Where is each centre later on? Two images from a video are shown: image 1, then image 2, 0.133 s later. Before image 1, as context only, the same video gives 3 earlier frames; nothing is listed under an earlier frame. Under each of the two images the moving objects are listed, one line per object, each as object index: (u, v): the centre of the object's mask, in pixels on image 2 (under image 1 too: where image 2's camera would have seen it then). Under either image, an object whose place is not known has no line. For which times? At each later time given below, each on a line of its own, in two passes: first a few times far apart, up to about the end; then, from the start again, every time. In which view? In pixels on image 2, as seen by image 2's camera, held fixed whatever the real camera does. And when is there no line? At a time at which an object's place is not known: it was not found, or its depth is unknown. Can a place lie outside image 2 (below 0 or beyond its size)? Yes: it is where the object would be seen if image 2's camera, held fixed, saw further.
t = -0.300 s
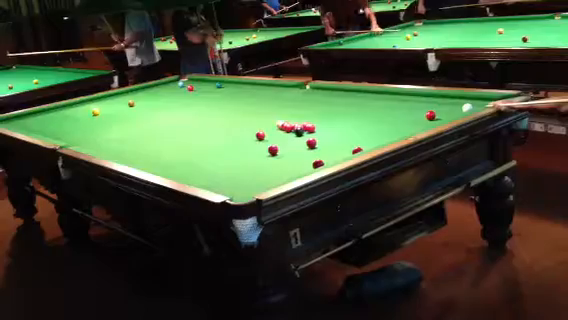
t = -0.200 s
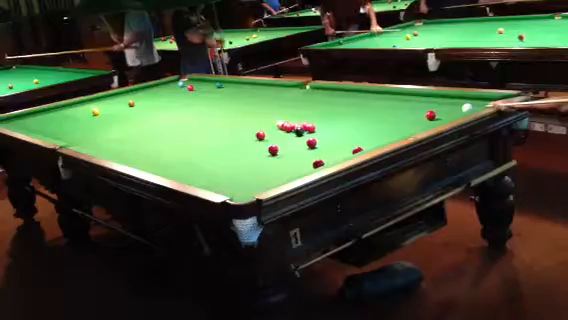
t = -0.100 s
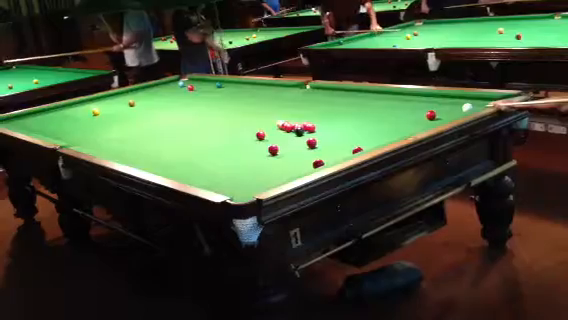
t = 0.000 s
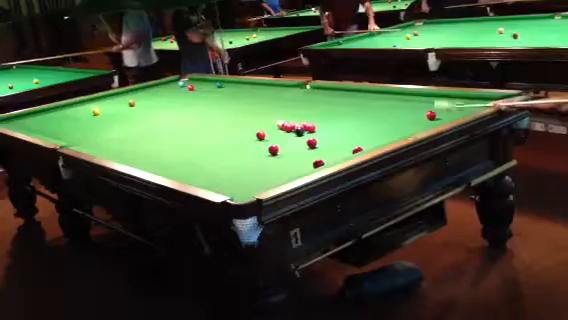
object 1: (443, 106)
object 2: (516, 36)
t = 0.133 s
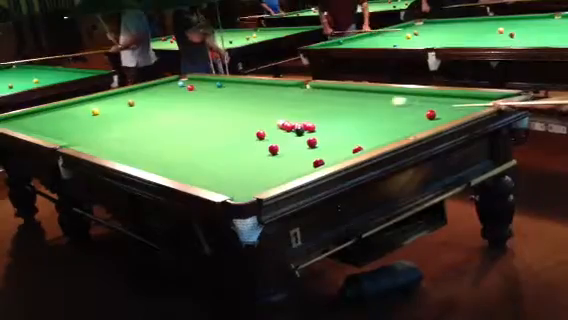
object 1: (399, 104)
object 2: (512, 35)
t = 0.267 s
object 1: (361, 100)
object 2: (508, 34)
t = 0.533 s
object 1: (300, 94)
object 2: (500, 33)
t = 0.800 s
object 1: (250, 89)
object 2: (492, 30)
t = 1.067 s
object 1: (218, 85)
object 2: (483, 30)
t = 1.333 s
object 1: (207, 85)
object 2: (477, 31)
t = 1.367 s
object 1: (203, 85)
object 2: (473, 30)
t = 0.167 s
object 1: (389, 103)
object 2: (511, 35)
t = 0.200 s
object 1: (380, 102)
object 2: (509, 35)
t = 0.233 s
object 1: (371, 101)
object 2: (509, 34)
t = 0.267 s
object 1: (361, 100)
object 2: (508, 34)
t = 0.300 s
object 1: (353, 100)
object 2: (506, 34)
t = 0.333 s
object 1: (344, 98)
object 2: (505, 34)
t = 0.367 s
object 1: (336, 98)
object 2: (506, 34)
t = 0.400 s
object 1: (329, 97)
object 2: (504, 34)
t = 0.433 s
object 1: (322, 96)
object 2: (503, 34)
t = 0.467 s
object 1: (313, 94)
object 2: (502, 34)
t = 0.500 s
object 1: (306, 94)
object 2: (502, 34)
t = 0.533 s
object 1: (300, 94)
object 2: (500, 33)
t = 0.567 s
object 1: (294, 93)
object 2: (499, 33)
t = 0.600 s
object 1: (286, 92)
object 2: (499, 33)
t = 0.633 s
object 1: (279, 92)
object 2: (498, 32)
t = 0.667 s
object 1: (273, 91)
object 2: (498, 32)
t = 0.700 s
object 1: (267, 91)
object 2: (496, 32)
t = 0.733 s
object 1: (262, 90)
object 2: (495, 32)
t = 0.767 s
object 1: (256, 89)
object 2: (492, 31)
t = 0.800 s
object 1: (250, 89)
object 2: (492, 30)
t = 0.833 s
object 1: (245, 88)
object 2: (491, 30)
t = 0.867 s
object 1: (239, 87)
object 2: (491, 30)
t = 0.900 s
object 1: (235, 87)
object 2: (489, 31)
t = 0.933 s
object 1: (229, 86)
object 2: (487, 31)
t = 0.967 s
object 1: (224, 86)
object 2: (486, 31)
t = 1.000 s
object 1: (221, 84)
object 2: (485, 30)
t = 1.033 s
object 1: (220, 84)
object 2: (483, 30)
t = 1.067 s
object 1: (218, 85)
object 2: (483, 30)
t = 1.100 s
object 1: (216, 85)
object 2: (481, 31)
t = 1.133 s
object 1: (215, 85)
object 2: (481, 31)
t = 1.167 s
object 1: (214, 85)
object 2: (479, 30)
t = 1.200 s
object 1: (213, 85)
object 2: (479, 30)
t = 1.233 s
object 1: (210, 85)
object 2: (478, 30)
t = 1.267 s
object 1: (209, 85)
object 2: (477, 31)
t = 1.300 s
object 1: (207, 85)
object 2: (477, 31)
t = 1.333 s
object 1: (207, 85)
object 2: (477, 31)
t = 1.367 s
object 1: (203, 85)
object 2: (473, 30)
